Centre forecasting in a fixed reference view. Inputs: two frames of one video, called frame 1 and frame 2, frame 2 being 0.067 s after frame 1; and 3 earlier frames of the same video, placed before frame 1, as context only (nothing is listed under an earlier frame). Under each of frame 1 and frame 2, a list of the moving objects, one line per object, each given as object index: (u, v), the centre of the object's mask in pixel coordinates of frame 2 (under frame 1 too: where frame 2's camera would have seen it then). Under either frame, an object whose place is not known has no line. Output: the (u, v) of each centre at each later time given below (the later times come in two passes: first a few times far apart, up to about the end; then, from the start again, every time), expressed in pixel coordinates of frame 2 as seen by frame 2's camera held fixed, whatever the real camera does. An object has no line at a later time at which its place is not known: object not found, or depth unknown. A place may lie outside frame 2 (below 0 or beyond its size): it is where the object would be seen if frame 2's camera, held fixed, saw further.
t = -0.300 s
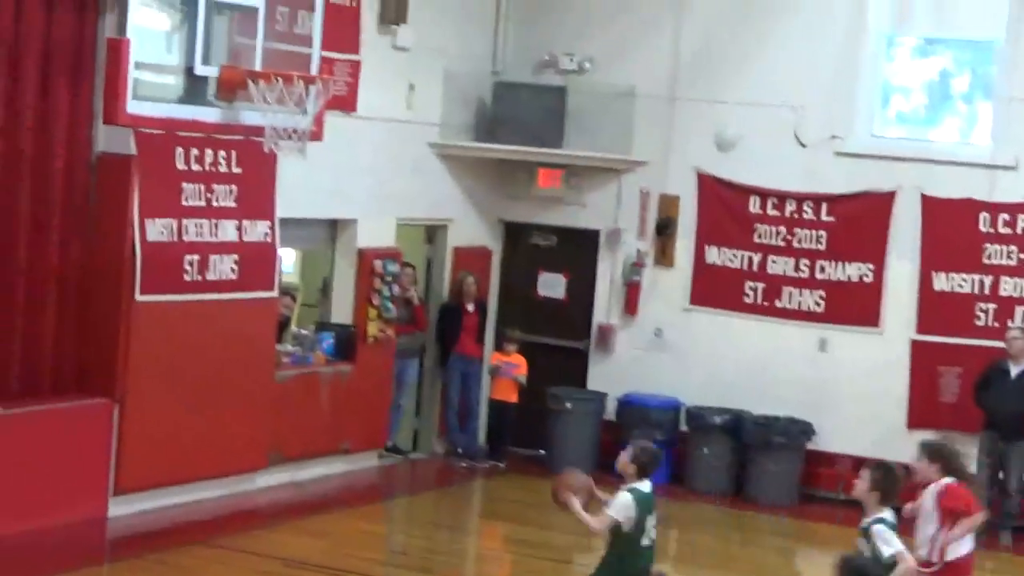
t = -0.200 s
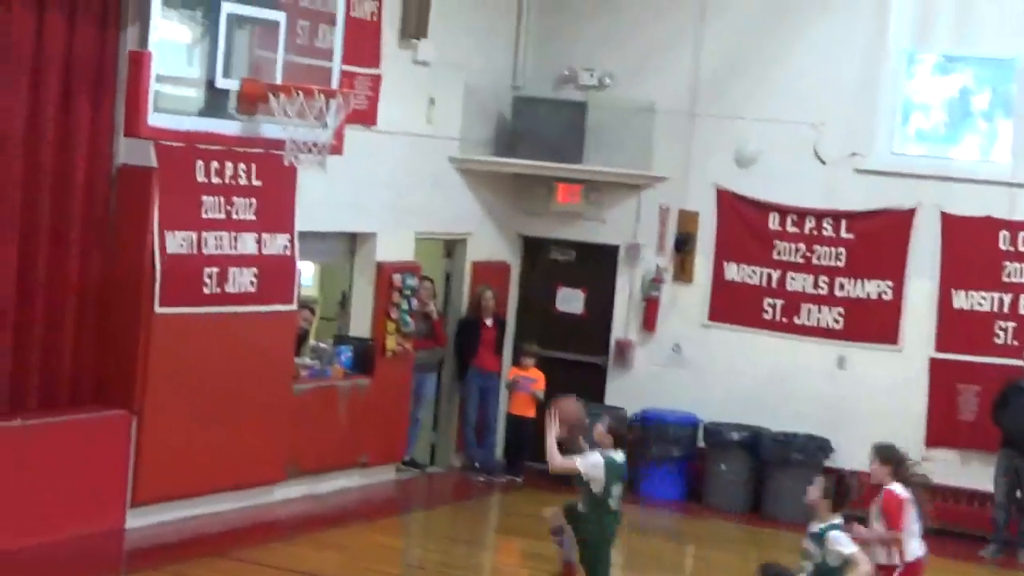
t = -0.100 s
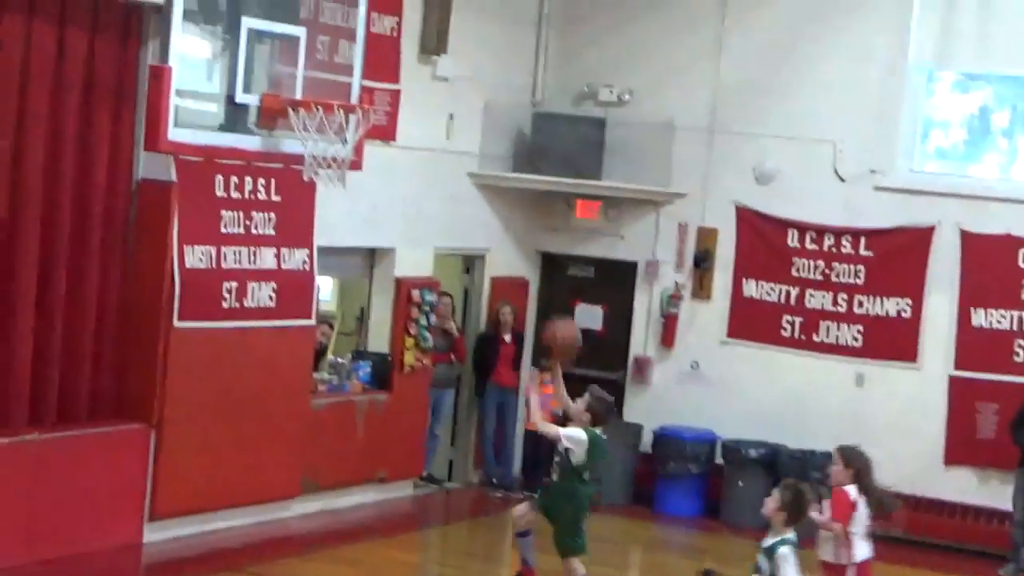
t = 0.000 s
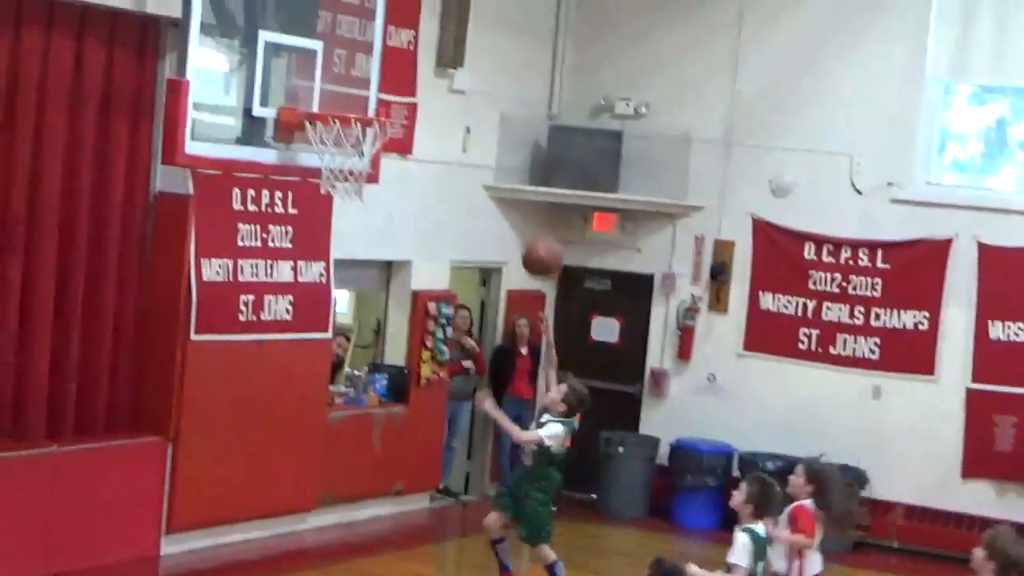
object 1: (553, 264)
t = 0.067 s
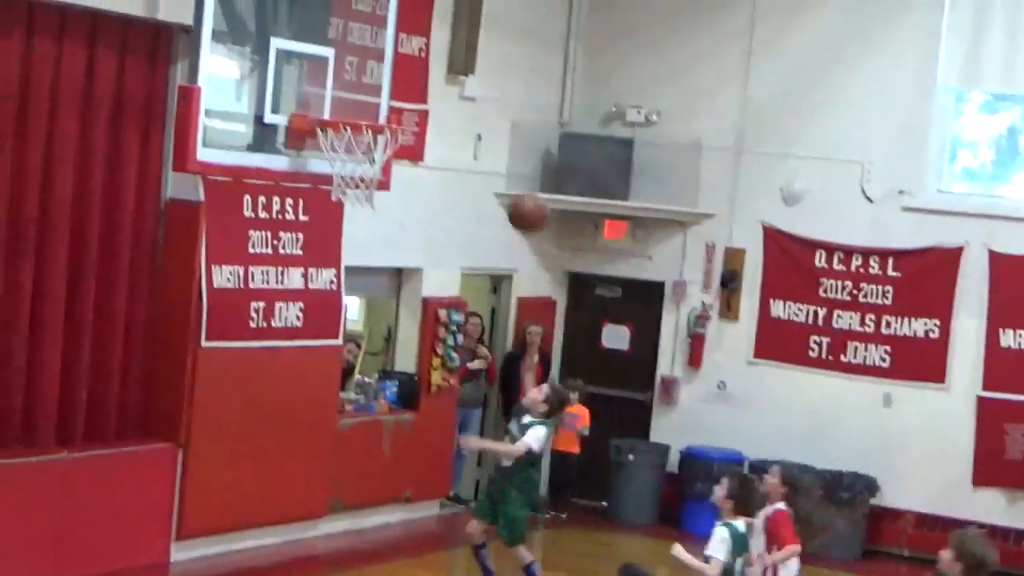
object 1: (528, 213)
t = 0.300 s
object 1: (437, 90)
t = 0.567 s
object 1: (329, 67)
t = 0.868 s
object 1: (370, 176)
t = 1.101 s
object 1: (363, 218)
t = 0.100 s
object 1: (515, 190)
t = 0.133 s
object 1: (502, 167)
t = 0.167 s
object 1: (489, 148)
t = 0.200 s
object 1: (477, 130)
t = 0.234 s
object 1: (464, 115)
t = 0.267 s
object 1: (451, 101)
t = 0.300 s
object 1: (437, 90)
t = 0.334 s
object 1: (423, 79)
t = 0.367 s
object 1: (411, 72)
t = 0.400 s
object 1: (396, 67)
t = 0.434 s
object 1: (383, 63)
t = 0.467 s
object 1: (368, 61)
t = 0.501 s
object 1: (354, 61)
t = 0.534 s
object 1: (341, 63)
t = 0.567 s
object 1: (329, 67)
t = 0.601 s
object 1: (333, 75)
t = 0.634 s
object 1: (341, 84)
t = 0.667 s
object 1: (346, 94)
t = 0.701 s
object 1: (353, 106)
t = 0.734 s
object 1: (363, 114)
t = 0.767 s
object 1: (367, 145)
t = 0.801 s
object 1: (368, 159)
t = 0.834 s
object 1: (371, 166)
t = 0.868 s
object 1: (370, 176)
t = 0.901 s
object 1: (369, 177)
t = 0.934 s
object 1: (373, 187)
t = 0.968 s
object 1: (372, 190)
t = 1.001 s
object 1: (369, 192)
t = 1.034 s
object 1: (366, 197)
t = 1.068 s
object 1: (365, 207)
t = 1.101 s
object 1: (363, 218)
